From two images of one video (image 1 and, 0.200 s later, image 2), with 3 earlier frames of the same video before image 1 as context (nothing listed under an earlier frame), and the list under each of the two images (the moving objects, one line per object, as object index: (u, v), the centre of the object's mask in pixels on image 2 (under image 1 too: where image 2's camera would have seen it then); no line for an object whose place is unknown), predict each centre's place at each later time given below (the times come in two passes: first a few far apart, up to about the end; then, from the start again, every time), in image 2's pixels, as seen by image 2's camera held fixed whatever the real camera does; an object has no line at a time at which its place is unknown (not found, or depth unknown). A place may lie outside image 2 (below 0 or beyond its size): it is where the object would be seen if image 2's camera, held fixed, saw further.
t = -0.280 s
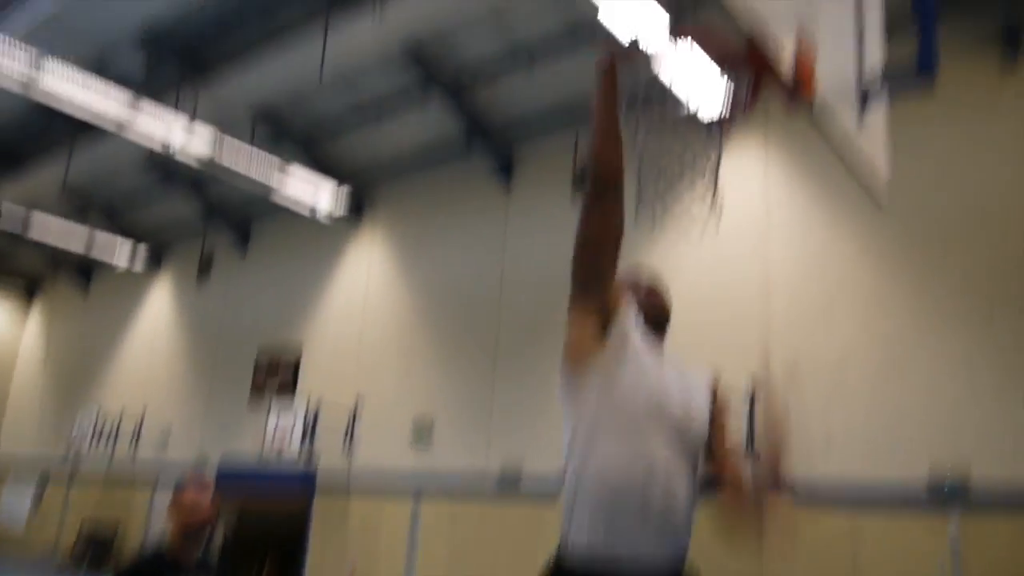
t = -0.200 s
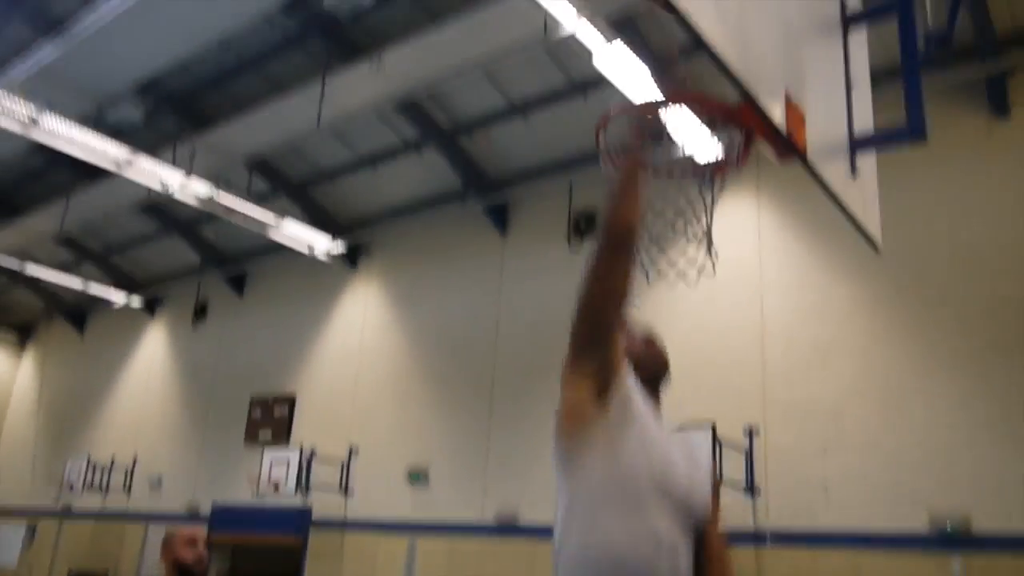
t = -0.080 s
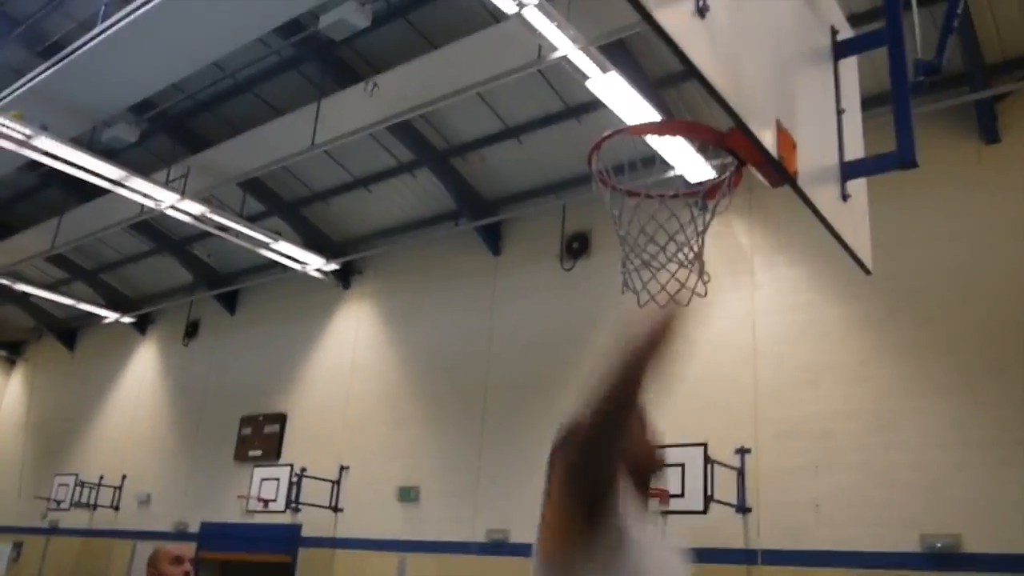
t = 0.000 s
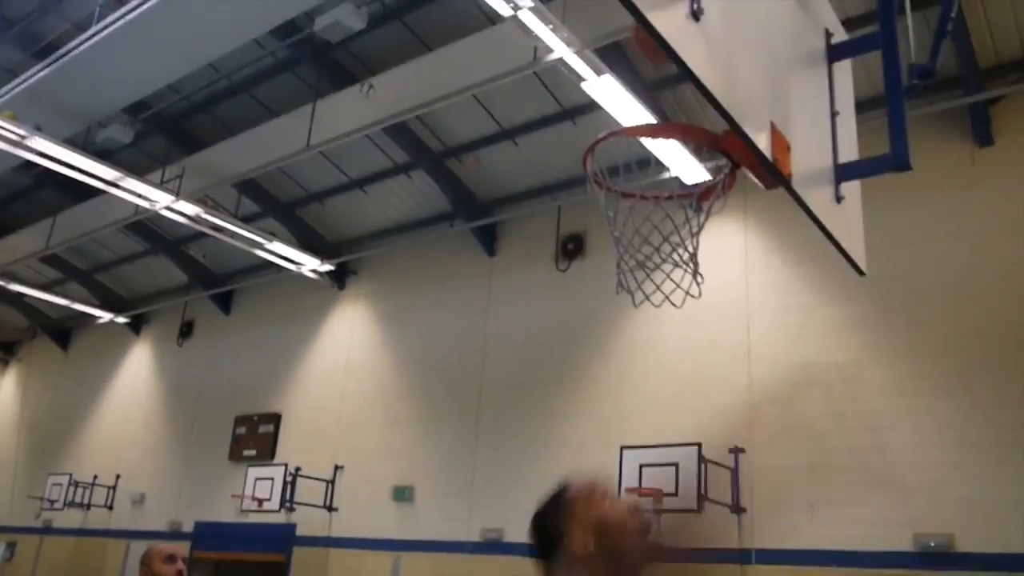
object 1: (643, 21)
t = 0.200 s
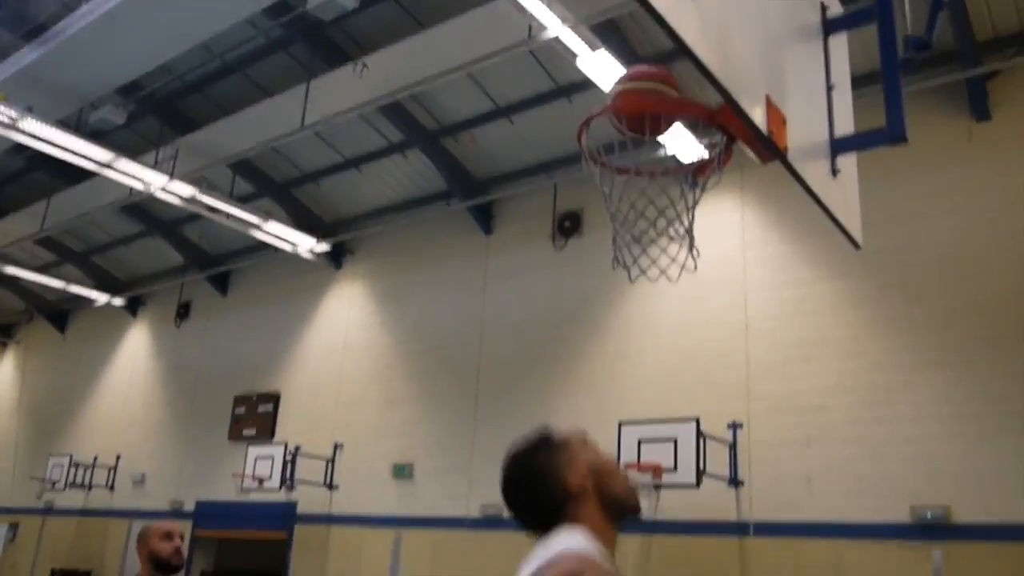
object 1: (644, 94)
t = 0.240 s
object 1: (643, 123)
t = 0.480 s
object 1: (644, 223)
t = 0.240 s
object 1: (643, 123)
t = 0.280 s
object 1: (646, 142)
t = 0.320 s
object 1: (646, 160)
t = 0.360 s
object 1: (646, 172)
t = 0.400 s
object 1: (647, 183)
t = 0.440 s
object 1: (646, 201)
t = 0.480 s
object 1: (644, 223)
